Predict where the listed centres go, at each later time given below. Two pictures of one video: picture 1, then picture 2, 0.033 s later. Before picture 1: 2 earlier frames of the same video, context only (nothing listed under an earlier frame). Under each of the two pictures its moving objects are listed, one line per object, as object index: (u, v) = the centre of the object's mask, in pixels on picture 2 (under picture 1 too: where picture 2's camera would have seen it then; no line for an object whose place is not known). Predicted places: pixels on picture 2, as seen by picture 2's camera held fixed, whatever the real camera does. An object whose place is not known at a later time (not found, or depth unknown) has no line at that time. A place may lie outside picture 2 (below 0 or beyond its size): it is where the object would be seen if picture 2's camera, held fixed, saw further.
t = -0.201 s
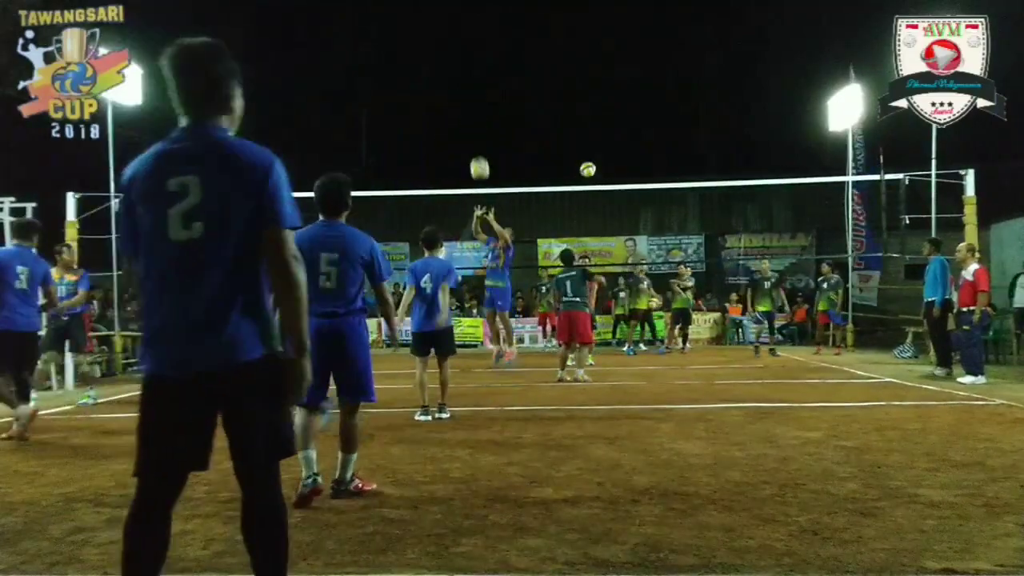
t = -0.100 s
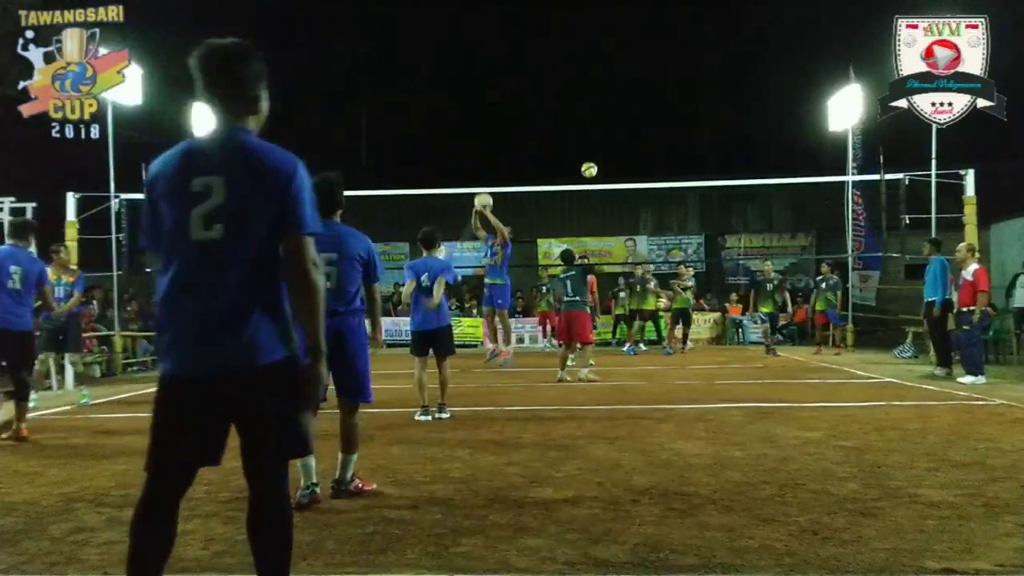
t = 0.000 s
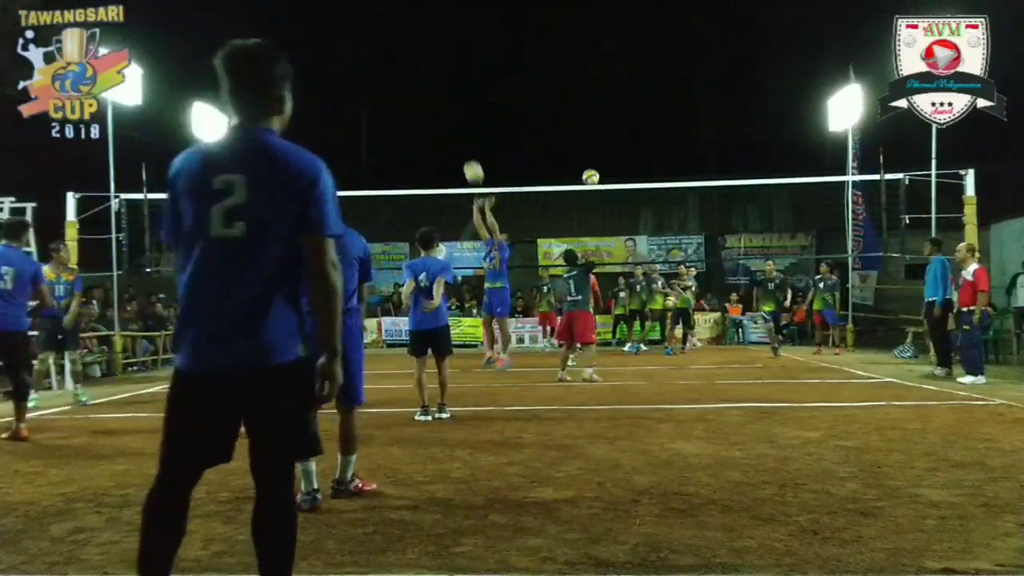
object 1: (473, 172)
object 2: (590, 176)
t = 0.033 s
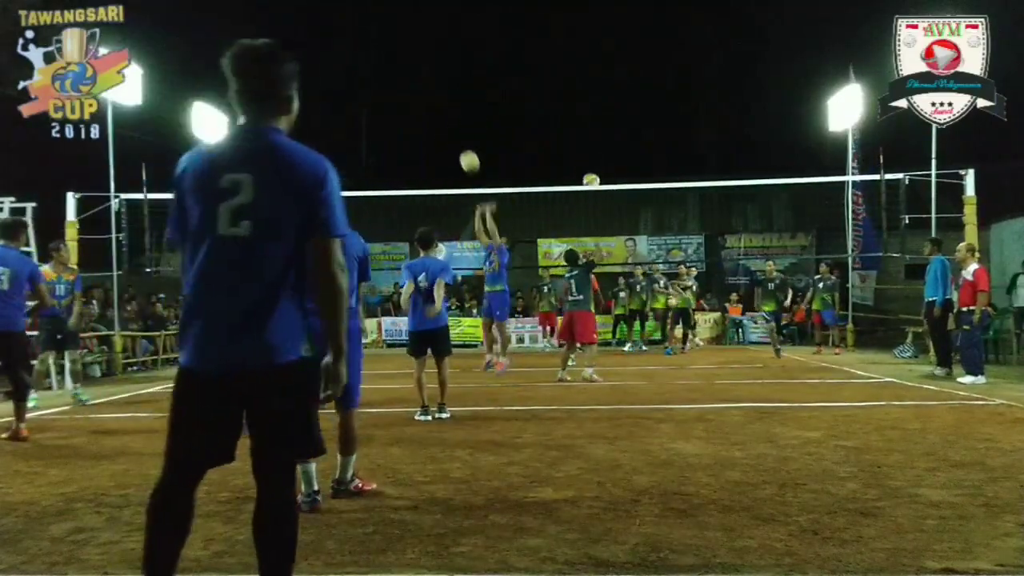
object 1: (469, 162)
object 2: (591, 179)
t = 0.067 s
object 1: (466, 152)
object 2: (592, 185)
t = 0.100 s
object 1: (462, 143)
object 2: (592, 193)
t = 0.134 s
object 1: (458, 136)
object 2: (593, 200)
